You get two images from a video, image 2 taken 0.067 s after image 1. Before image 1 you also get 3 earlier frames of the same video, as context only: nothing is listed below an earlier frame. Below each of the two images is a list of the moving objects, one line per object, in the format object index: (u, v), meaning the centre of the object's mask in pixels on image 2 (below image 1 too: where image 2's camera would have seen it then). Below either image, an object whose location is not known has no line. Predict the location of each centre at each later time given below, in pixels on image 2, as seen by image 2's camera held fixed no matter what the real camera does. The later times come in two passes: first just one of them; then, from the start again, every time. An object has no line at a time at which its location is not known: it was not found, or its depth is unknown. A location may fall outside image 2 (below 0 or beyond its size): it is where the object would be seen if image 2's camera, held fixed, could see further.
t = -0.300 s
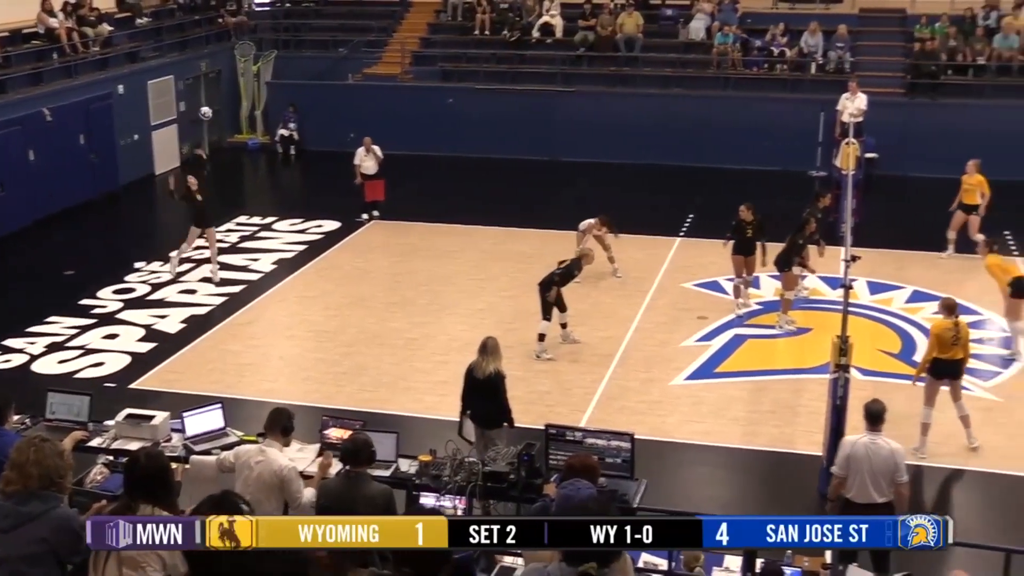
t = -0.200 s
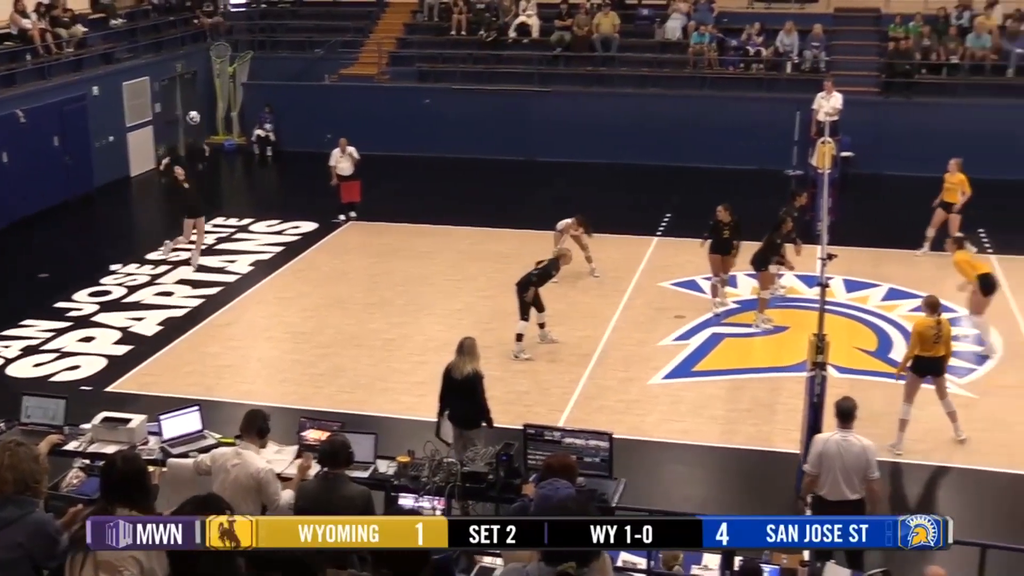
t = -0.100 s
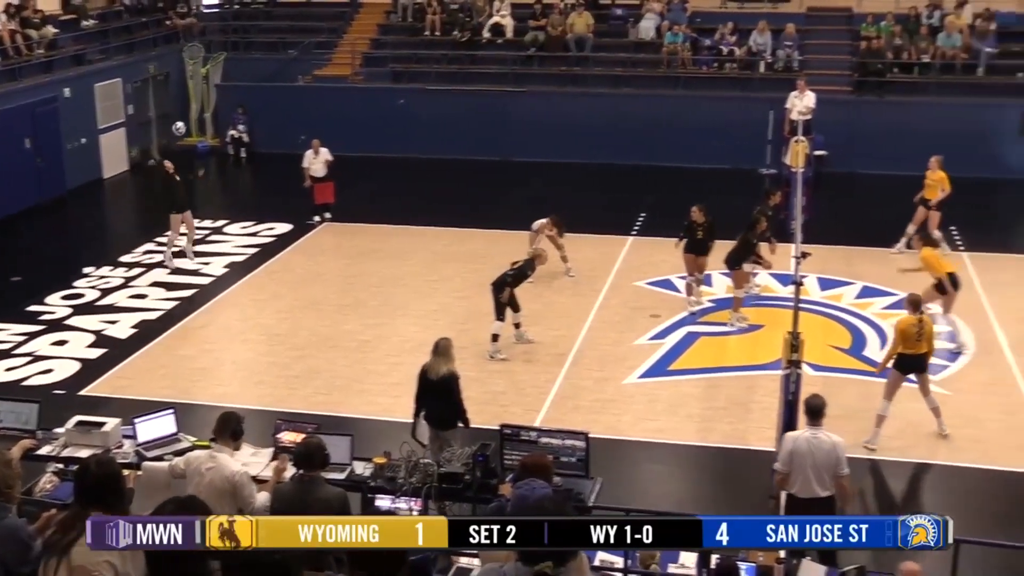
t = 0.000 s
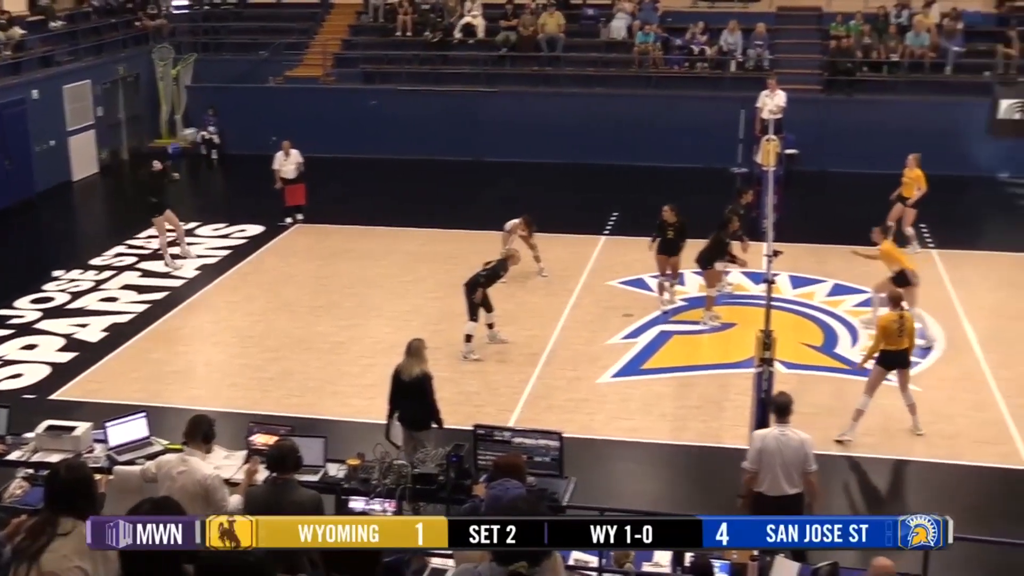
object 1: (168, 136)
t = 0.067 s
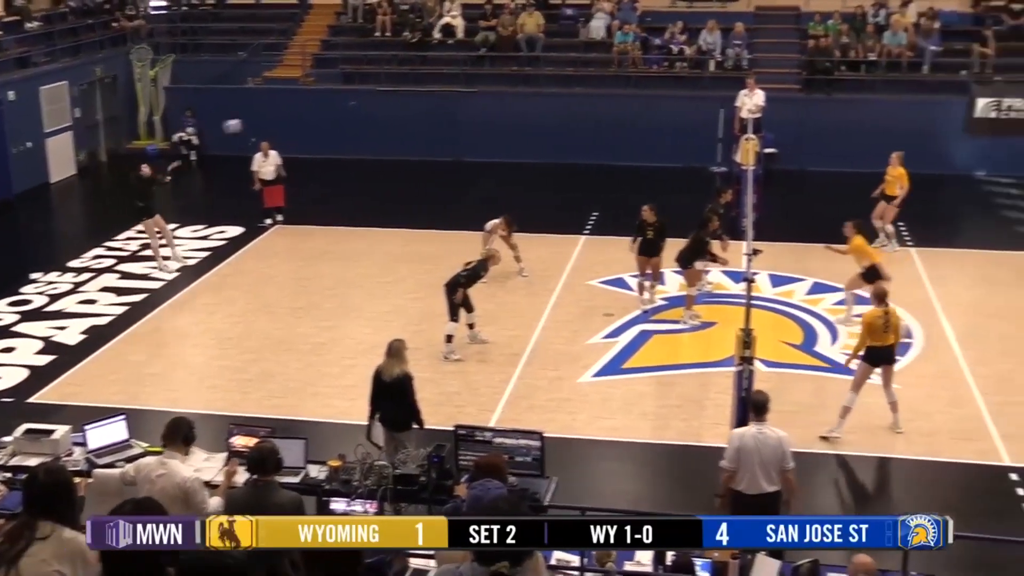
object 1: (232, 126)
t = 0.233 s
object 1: (393, 108)
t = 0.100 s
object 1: (265, 122)
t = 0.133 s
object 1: (297, 118)
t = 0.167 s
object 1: (329, 114)
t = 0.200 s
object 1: (361, 111)
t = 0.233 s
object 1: (393, 108)
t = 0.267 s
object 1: (424, 106)
